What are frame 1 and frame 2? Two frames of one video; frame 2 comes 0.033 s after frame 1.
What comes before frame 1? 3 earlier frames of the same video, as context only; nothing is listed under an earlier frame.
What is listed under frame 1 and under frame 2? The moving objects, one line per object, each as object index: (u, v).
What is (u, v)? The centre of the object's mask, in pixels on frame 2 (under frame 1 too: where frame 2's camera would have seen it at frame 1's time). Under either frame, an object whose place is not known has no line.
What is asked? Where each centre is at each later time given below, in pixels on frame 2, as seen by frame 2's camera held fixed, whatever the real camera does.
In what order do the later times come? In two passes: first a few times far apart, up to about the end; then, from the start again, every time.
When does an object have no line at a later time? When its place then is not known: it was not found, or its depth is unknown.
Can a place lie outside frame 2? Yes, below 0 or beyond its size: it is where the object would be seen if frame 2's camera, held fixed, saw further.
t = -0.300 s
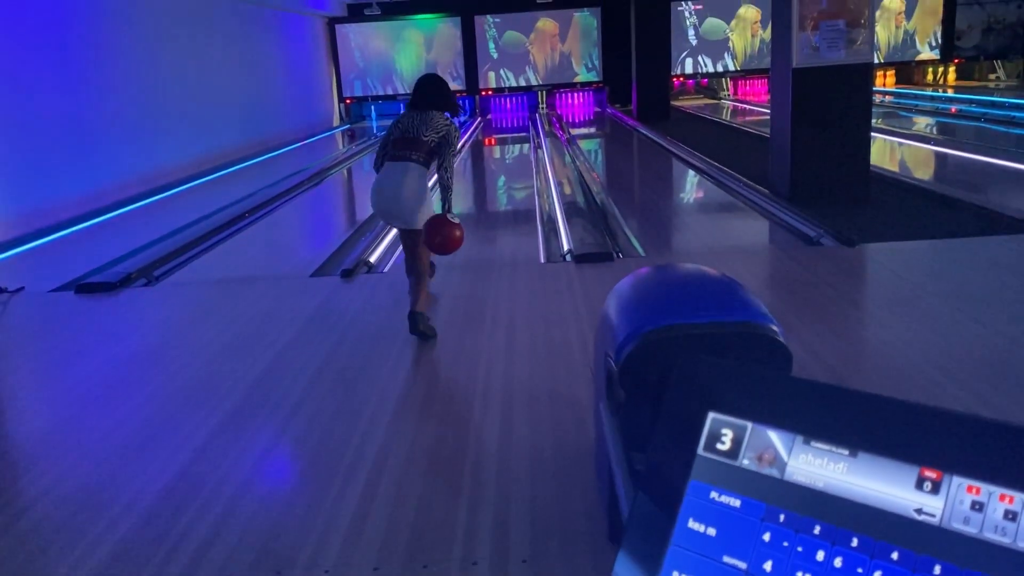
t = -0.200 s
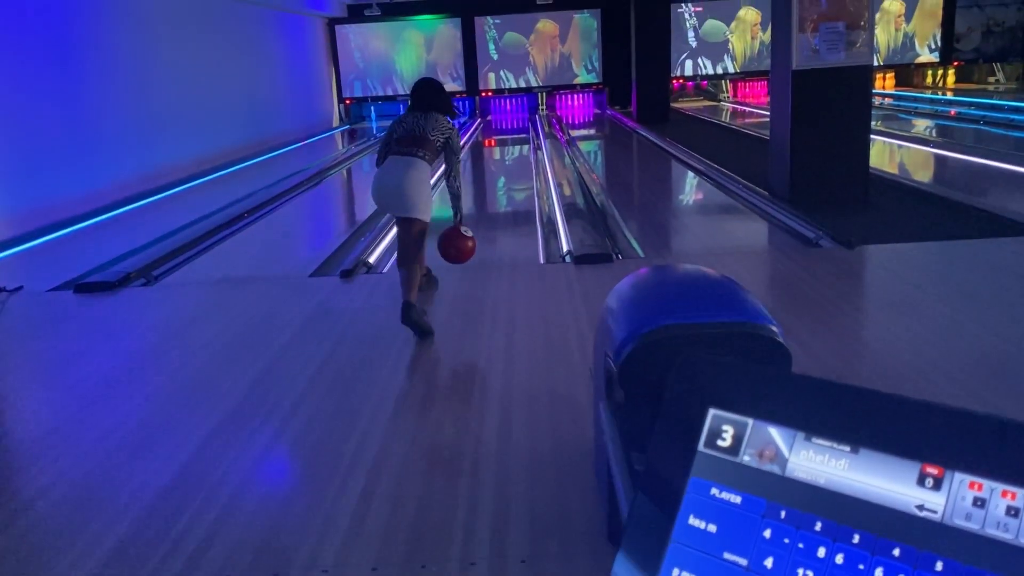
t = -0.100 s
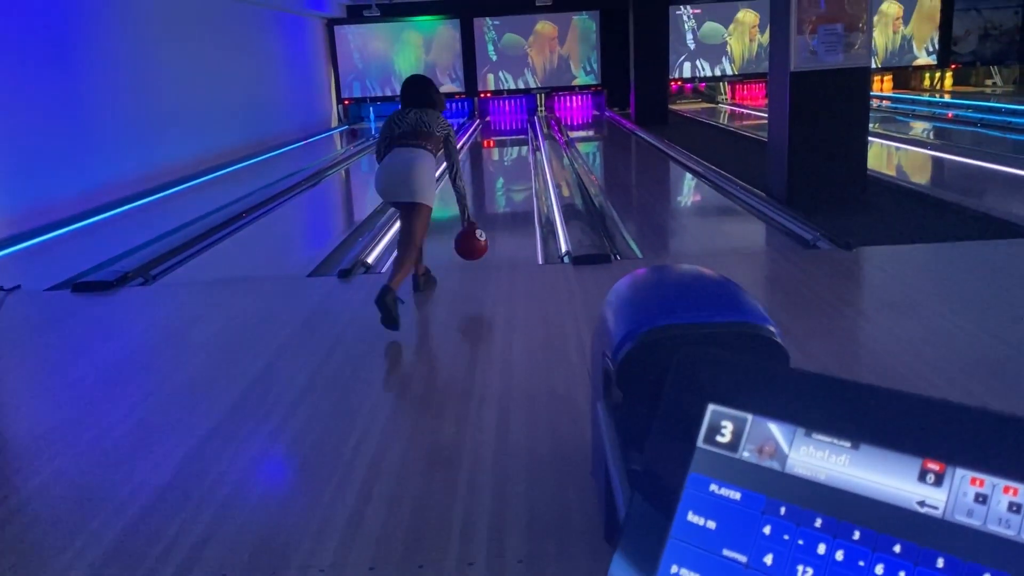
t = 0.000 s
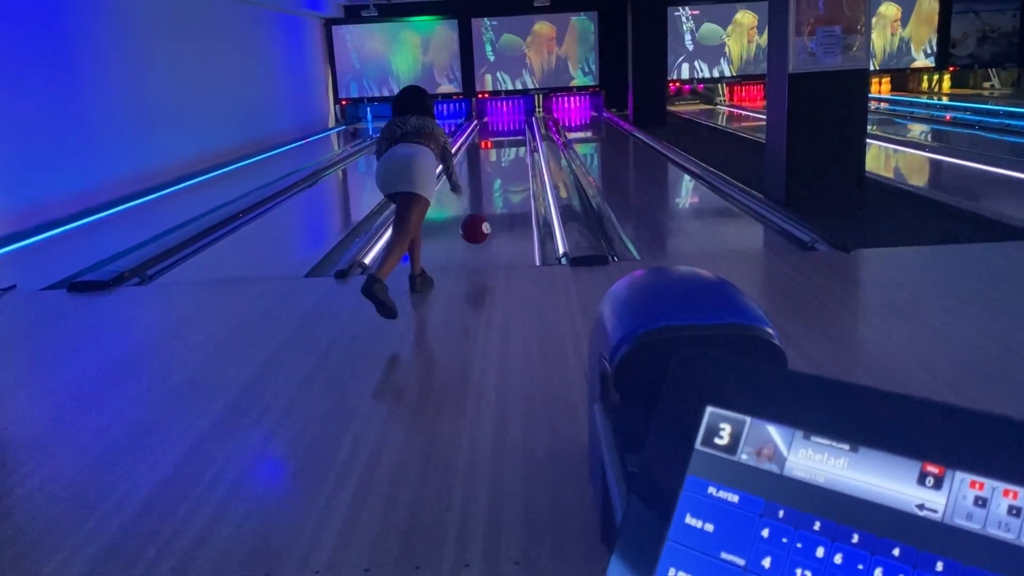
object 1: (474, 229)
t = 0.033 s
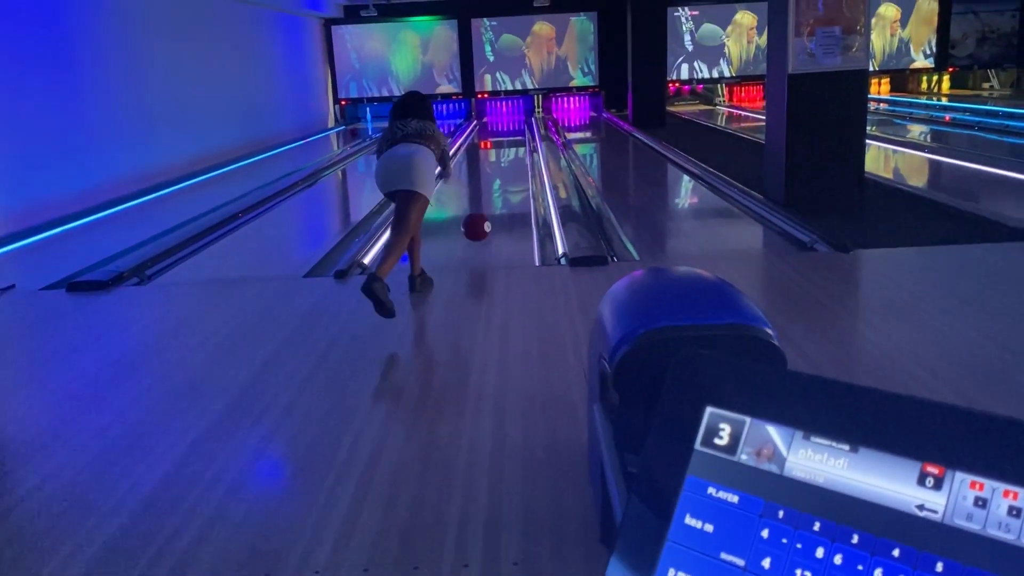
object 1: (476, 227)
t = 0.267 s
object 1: (484, 207)
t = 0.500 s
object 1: (488, 183)
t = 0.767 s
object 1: (491, 164)
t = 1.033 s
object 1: (493, 151)
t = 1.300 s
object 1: (494, 141)
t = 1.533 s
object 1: (495, 134)
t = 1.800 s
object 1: (497, 129)
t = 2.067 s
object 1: (497, 124)
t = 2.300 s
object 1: (497, 121)
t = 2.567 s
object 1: (496, 118)
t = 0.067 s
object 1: (478, 226)
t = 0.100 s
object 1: (479, 227)
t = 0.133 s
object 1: (481, 225)
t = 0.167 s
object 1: (481, 219)
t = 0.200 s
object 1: (482, 215)
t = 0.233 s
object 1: (483, 211)
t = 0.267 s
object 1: (484, 207)
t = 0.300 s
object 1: (484, 202)
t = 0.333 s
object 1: (484, 198)
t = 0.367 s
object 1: (485, 195)
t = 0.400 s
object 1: (486, 192)
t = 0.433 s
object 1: (487, 189)
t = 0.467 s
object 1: (488, 186)
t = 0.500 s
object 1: (488, 183)
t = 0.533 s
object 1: (488, 180)
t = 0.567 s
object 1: (489, 178)
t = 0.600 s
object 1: (489, 175)
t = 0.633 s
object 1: (490, 172)
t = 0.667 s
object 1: (490, 170)
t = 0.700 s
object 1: (490, 169)
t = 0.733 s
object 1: (490, 166)
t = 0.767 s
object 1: (491, 164)
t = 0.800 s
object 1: (491, 163)
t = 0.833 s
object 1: (492, 161)
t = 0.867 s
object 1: (492, 159)
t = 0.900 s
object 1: (492, 157)
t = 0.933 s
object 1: (492, 156)
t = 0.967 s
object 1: (493, 154)
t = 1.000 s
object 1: (493, 153)
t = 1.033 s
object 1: (493, 151)
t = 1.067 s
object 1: (493, 150)
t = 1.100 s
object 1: (493, 148)
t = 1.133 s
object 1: (493, 147)
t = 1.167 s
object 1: (494, 146)
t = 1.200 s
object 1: (494, 144)
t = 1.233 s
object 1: (494, 143)
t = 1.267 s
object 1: (495, 142)
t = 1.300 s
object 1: (494, 141)
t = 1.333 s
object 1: (495, 141)
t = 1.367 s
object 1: (495, 140)
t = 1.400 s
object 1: (495, 140)
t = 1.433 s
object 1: (495, 140)
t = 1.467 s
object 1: (495, 138)
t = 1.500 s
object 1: (495, 137)
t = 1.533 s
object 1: (495, 134)
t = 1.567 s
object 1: (495, 134)
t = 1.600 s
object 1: (496, 133)
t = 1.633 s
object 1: (496, 132)
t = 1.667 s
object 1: (496, 131)
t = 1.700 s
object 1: (496, 131)
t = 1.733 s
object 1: (497, 130)
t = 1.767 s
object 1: (497, 129)
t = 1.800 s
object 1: (497, 129)
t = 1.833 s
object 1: (497, 129)
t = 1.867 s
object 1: (497, 129)
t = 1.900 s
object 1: (497, 128)
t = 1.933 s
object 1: (497, 128)
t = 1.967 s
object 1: (497, 127)
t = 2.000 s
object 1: (497, 125)
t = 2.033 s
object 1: (497, 125)
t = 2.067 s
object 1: (497, 124)
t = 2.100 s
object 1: (497, 124)
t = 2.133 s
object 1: (497, 123)
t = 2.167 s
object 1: (497, 122)
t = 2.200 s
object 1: (496, 122)
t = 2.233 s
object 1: (497, 122)
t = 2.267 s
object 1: (497, 121)
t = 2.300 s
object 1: (497, 121)
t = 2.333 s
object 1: (497, 120)
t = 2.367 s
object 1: (496, 119)
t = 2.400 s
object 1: (496, 119)
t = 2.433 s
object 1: (497, 119)
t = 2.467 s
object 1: (497, 119)
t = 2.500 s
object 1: (497, 119)
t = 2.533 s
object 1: (497, 119)
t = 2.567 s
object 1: (496, 118)
